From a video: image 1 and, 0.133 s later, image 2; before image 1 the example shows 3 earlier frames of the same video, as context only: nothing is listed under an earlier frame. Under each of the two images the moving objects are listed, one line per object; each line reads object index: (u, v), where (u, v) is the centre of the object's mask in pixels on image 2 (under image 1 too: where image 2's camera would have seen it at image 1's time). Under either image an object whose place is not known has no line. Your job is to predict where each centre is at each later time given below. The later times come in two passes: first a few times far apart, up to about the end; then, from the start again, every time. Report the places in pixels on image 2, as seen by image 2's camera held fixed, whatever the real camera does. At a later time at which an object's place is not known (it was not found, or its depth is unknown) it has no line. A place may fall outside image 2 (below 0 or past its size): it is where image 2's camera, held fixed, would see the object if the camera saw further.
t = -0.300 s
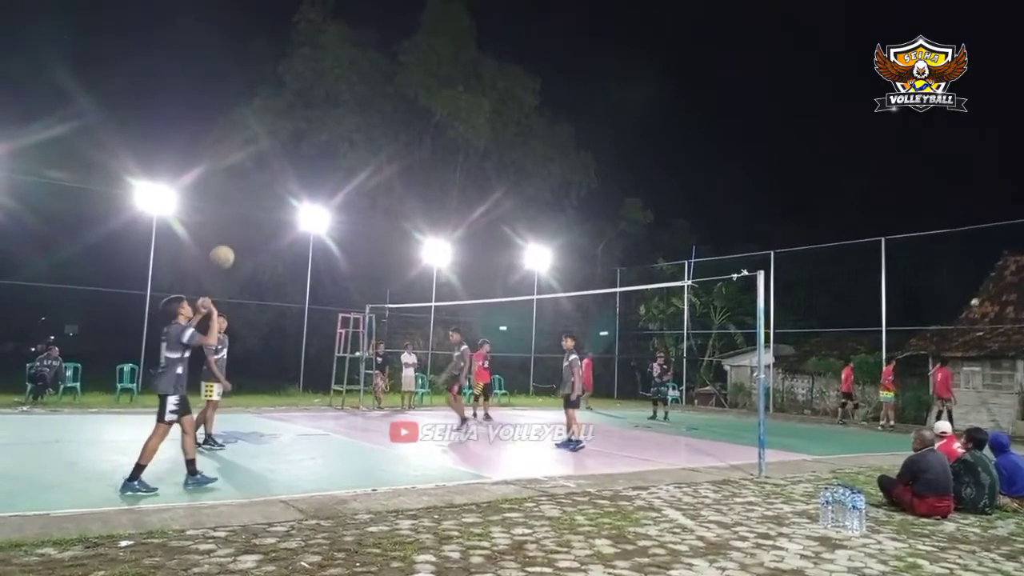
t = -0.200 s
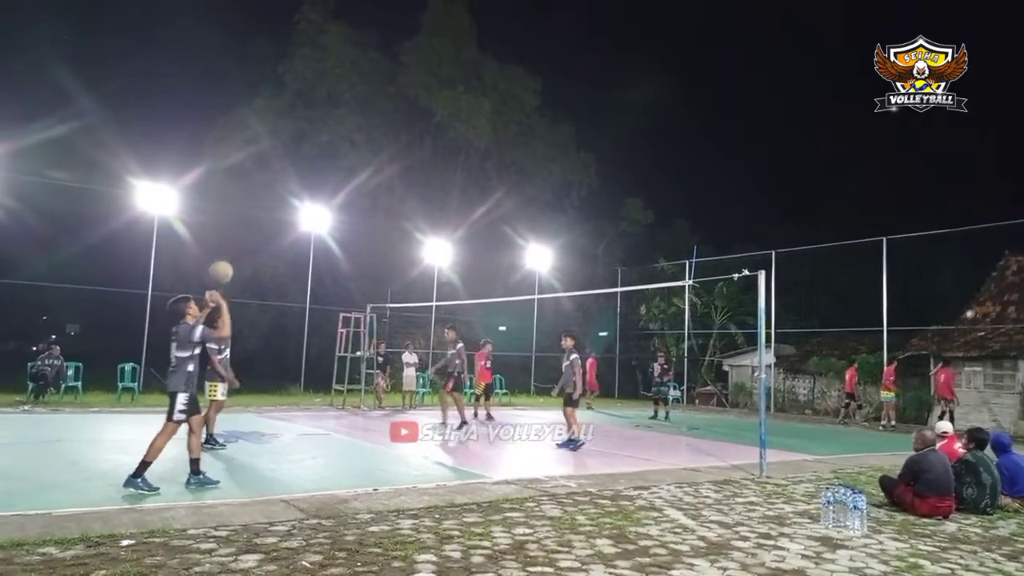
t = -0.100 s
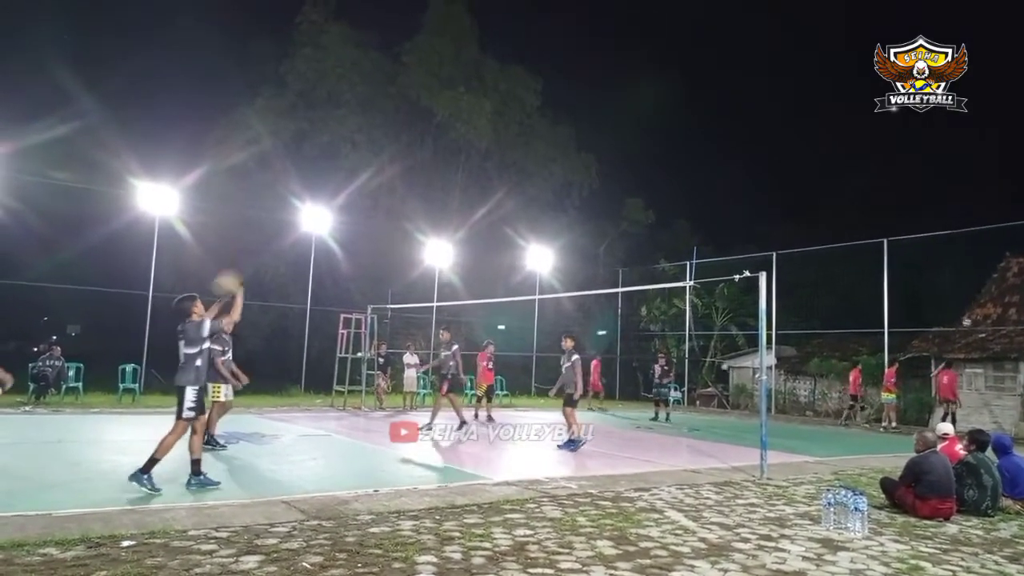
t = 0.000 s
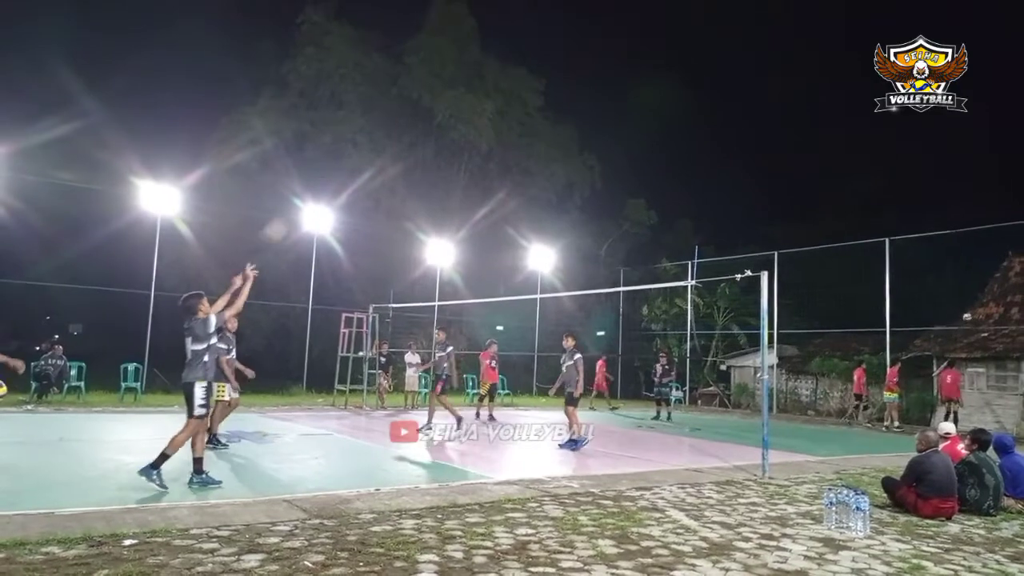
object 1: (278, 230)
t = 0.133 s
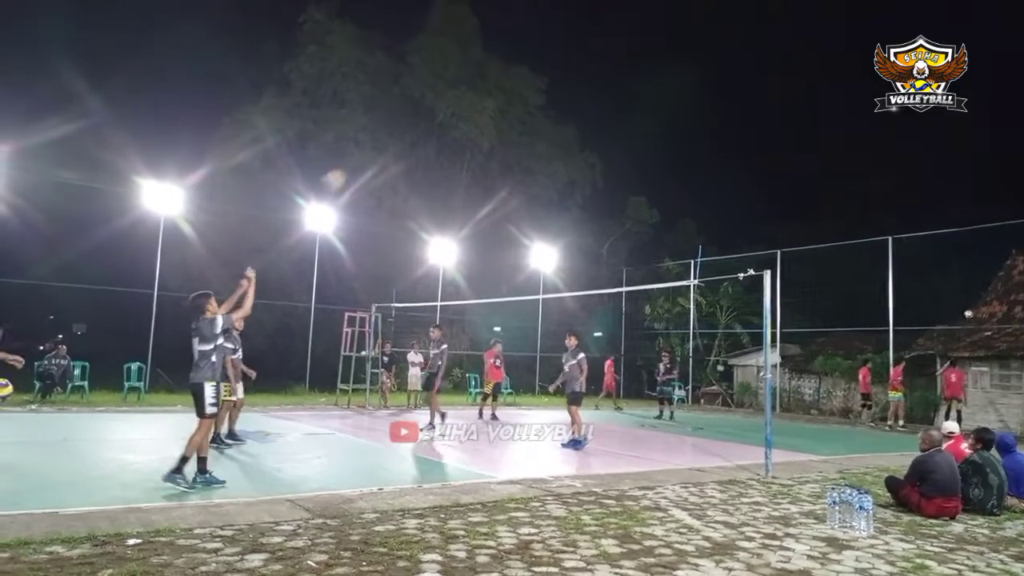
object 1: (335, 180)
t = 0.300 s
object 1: (393, 147)
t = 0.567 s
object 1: (468, 147)
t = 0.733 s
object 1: (506, 173)
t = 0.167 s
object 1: (348, 170)
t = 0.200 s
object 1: (360, 163)
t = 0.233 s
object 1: (372, 156)
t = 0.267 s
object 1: (383, 151)
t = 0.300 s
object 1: (393, 147)
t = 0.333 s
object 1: (404, 145)
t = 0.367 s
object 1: (413, 142)
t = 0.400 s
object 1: (423, 141)
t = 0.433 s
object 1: (433, 141)
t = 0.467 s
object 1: (442, 141)
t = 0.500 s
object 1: (451, 142)
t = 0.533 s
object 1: (459, 144)
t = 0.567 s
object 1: (468, 147)
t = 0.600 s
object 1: (477, 151)
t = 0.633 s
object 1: (484, 155)
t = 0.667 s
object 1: (492, 160)
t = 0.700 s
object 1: (499, 167)
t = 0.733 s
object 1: (506, 173)
